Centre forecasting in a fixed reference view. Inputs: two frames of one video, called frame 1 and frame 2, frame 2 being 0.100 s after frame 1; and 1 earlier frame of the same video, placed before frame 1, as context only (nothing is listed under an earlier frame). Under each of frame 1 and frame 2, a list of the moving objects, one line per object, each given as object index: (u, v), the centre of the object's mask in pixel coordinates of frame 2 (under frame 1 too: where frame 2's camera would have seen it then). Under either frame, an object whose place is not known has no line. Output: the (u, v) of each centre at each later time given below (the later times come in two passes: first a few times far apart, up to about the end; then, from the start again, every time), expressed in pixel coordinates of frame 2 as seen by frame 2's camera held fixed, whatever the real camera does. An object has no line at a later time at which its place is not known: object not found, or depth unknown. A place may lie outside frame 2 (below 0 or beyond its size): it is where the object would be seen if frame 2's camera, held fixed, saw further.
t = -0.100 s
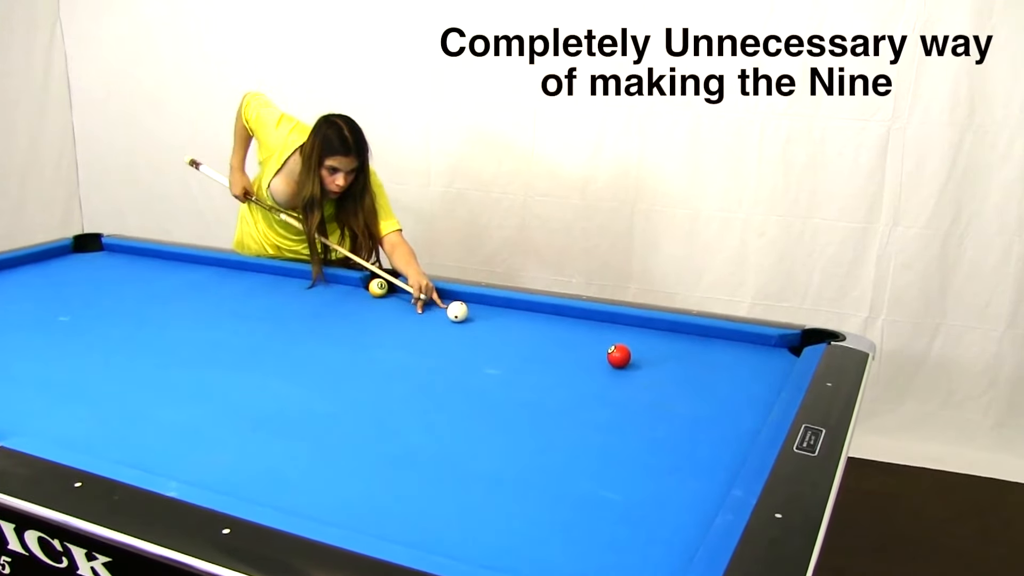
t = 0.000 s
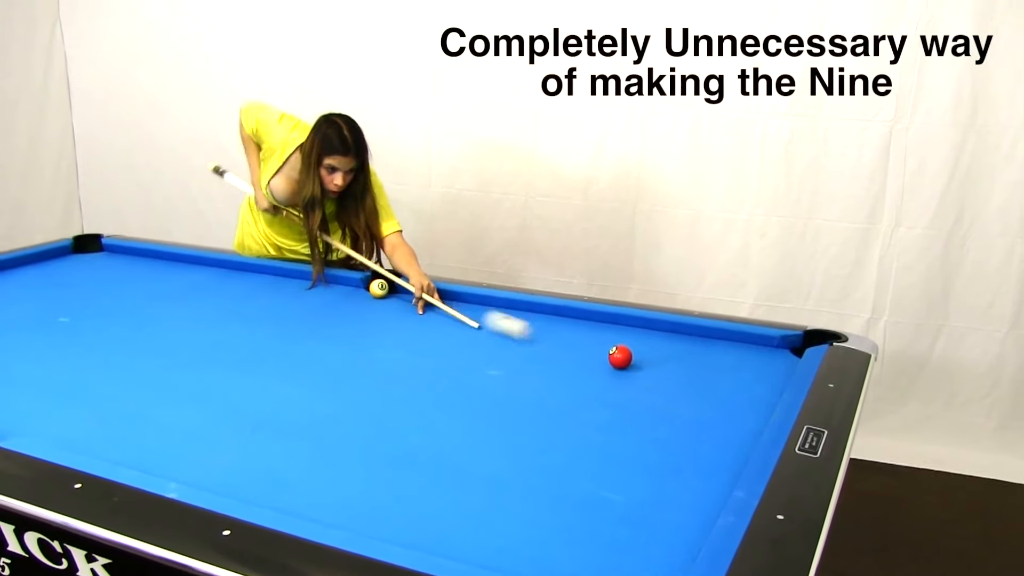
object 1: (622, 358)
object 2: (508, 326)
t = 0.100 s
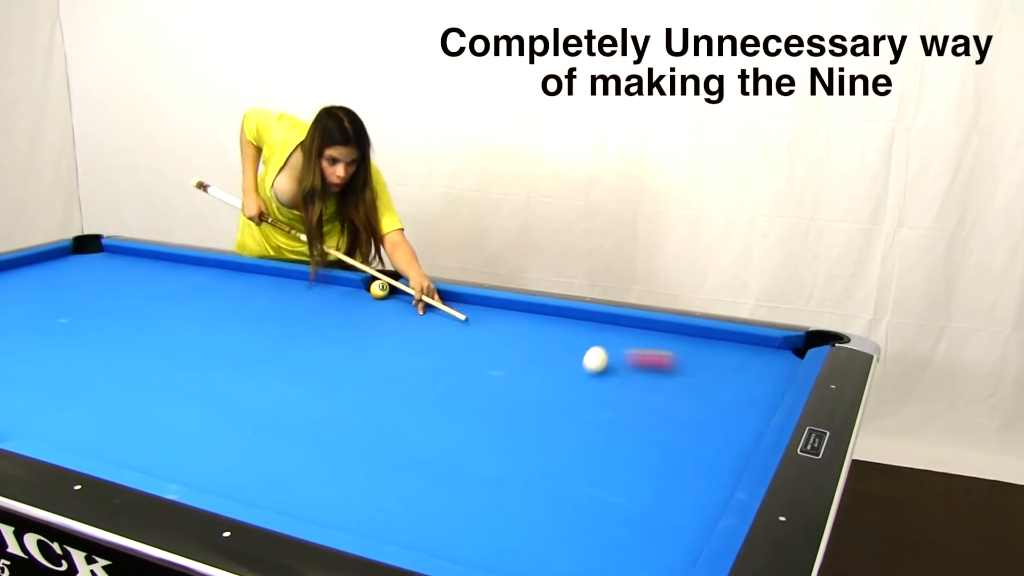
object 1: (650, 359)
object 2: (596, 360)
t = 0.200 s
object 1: (777, 371)
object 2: (584, 386)
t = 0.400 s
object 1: (658, 351)
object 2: (544, 435)
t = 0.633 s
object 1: (535, 330)
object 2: (470, 485)
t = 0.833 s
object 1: (441, 314)
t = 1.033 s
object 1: (359, 299)
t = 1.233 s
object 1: (286, 287)
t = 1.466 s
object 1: (211, 274)
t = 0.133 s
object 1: (695, 364)
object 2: (592, 369)
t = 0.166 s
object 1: (739, 368)
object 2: (588, 377)
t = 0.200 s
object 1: (777, 371)
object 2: (584, 386)
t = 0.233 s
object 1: (768, 369)
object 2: (579, 394)
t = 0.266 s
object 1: (742, 365)
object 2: (573, 403)
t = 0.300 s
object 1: (719, 361)
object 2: (567, 411)
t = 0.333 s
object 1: (697, 358)
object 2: (560, 419)
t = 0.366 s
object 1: (676, 354)
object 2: (553, 427)
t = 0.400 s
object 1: (658, 351)
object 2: (544, 435)
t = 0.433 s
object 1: (638, 348)
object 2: (535, 442)
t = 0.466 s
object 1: (620, 345)
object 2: (525, 449)
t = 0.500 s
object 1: (603, 342)
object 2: (515, 455)
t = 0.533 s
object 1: (585, 339)
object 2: (504, 462)
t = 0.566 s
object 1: (567, 335)
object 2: (493, 469)
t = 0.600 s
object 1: (551, 333)
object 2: (482, 477)
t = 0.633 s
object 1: (535, 330)
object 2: (470, 485)
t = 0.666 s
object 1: (518, 327)
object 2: (458, 493)
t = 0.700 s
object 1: (502, 324)
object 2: (445, 500)
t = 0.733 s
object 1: (486, 321)
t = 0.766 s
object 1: (471, 319)
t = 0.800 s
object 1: (456, 316)
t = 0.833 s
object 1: (441, 314)
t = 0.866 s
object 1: (427, 311)
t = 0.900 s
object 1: (413, 309)
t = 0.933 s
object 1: (399, 306)
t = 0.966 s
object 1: (385, 304)
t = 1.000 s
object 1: (372, 302)
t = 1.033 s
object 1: (359, 299)
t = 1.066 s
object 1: (347, 297)
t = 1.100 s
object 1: (334, 295)
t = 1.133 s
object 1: (322, 293)
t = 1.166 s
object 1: (309, 291)
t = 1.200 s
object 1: (298, 289)
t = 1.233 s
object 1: (286, 287)
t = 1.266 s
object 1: (275, 285)
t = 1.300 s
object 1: (264, 283)
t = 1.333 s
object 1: (253, 281)
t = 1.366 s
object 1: (242, 279)
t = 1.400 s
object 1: (232, 278)
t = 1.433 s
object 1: (221, 276)
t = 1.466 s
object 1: (211, 274)
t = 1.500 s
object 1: (201, 273)
